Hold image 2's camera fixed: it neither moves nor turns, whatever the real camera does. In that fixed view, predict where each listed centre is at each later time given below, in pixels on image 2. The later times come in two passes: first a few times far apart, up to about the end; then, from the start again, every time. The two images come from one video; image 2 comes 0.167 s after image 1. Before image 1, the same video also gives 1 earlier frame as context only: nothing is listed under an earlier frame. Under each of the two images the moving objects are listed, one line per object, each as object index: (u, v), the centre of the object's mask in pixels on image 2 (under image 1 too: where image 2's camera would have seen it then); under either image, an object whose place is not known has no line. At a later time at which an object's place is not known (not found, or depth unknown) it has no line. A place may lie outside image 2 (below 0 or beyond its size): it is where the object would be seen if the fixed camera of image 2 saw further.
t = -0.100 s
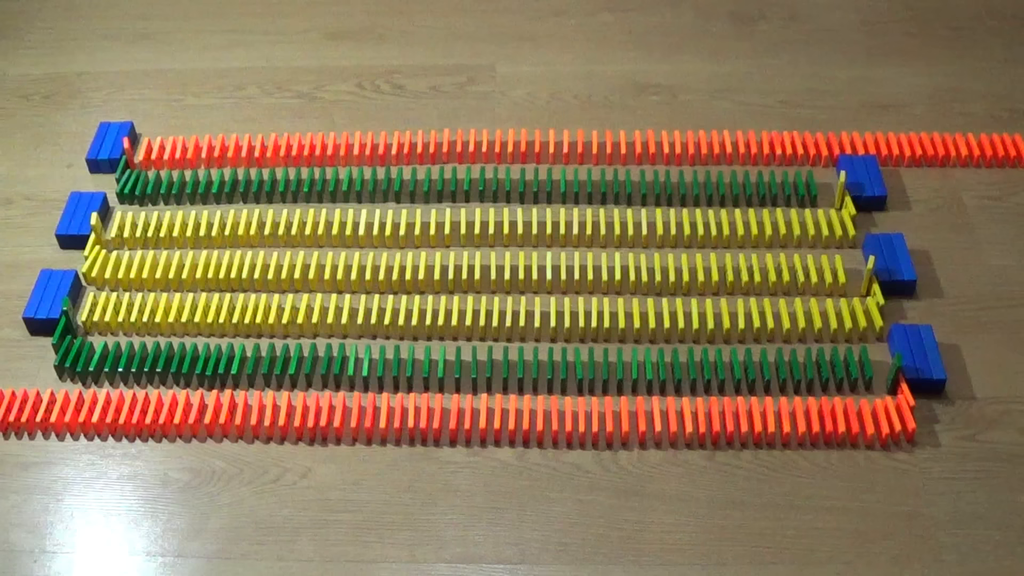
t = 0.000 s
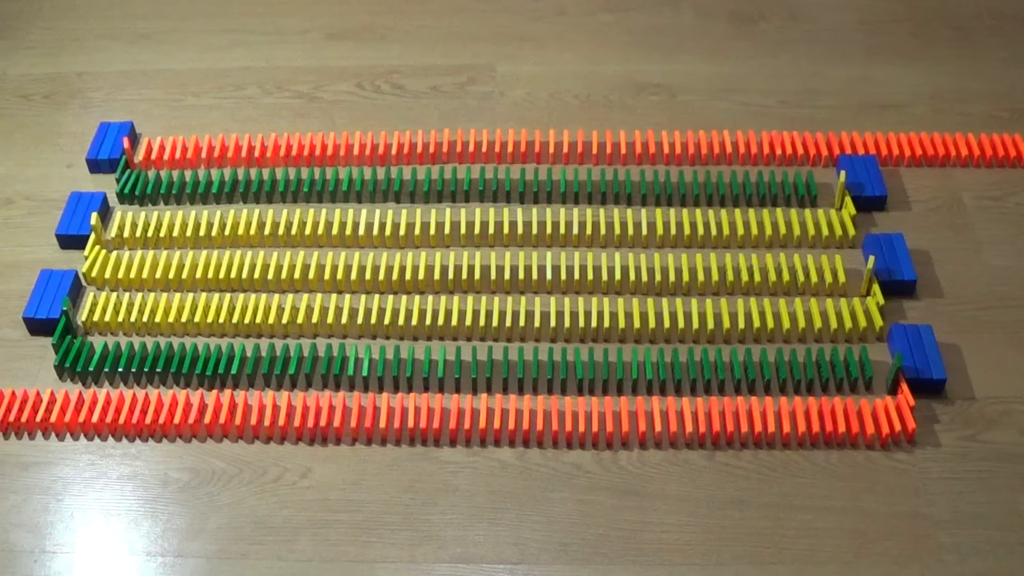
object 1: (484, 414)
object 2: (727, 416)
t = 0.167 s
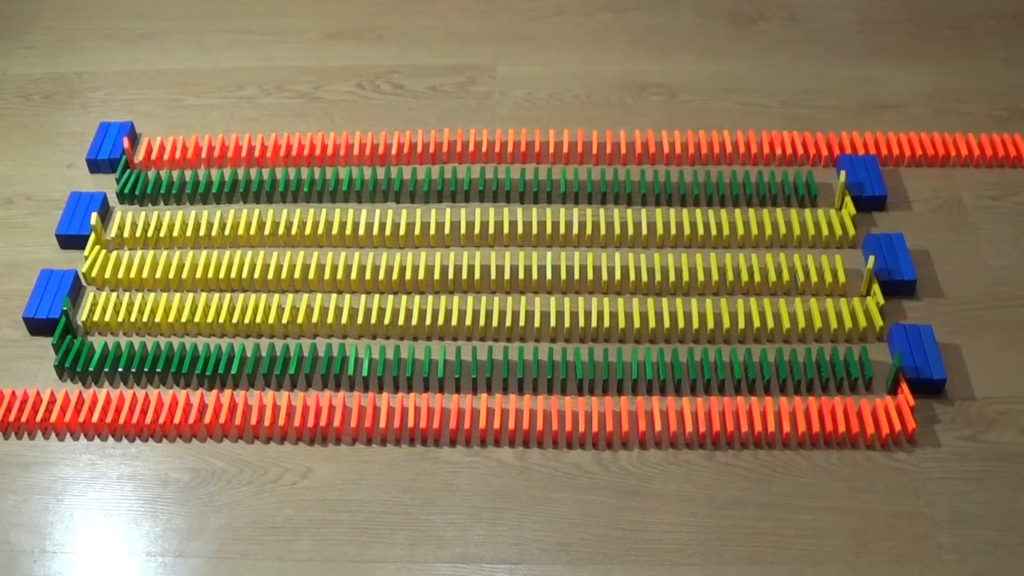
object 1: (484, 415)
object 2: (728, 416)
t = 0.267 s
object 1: (484, 415)
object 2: (728, 415)
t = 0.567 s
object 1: (484, 415)
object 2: (728, 416)
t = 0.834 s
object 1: (484, 416)
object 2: (728, 419)
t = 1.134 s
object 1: (484, 416)
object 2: (728, 420)
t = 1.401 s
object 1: (499, 419)
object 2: (728, 420)
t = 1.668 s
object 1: (499, 419)
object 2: (728, 420)
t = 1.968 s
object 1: (499, 419)
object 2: (741, 421)
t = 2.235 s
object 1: (499, 419)
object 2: (741, 421)
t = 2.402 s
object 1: (499, 419)
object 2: (741, 421)
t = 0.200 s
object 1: (484, 415)
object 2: (728, 416)
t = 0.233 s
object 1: (484, 415)
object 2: (728, 416)
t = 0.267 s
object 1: (484, 415)
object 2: (728, 415)
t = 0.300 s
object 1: (484, 415)
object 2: (728, 415)
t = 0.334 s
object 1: (484, 415)
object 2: (728, 415)
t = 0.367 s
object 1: (484, 415)
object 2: (728, 415)
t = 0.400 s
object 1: (484, 415)
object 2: (728, 415)
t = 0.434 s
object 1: (484, 415)
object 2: (728, 415)
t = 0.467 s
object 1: (484, 415)
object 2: (728, 416)
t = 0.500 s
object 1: (484, 415)
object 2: (728, 415)
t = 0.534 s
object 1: (484, 416)
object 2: (728, 415)
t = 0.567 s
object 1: (484, 415)
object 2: (728, 416)
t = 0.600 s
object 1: (484, 415)
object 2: (728, 419)
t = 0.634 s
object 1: (484, 415)
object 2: (728, 419)
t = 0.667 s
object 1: (484, 415)
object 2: (728, 419)
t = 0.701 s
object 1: (484, 416)
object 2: (728, 419)
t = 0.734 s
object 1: (484, 416)
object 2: (728, 419)
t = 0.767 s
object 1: (484, 416)
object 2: (728, 419)
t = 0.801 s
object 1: (484, 416)
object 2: (728, 419)
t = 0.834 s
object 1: (484, 416)
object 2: (728, 419)
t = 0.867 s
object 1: (484, 416)
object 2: (728, 419)
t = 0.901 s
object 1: (484, 416)
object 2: (728, 419)
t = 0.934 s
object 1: (484, 416)
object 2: (728, 419)
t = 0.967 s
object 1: (484, 416)
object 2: (728, 419)
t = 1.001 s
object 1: (484, 416)
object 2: (728, 419)
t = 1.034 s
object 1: (484, 416)
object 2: (728, 419)
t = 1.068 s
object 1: (484, 416)
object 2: (728, 419)
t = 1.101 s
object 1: (484, 416)
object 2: (728, 420)
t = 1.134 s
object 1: (484, 416)
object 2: (728, 420)
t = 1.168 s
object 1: (484, 416)
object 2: (728, 419)
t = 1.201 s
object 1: (484, 416)
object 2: (728, 419)
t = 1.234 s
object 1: (487, 416)
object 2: (728, 420)
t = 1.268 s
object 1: (496, 416)
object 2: (728, 420)
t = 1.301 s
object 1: (498, 419)
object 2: (728, 420)
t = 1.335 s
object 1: (498, 418)
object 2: (728, 420)
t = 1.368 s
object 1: (499, 419)
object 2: (728, 419)
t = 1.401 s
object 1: (499, 419)
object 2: (728, 420)
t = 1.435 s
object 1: (499, 419)
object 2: (728, 420)
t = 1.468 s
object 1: (499, 419)
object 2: (728, 420)
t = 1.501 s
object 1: (499, 419)
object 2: (728, 420)
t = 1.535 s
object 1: (499, 419)
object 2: (728, 420)
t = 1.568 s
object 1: (499, 419)
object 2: (728, 420)
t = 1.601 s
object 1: (499, 419)
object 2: (728, 420)
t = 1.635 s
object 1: (499, 419)
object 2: (728, 420)
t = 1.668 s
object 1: (499, 419)
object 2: (728, 420)
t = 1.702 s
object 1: (499, 419)
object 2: (732, 416)
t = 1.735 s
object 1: (499, 419)
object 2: (737, 417)
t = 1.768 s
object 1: (499, 419)
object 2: (740, 420)
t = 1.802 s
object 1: (499, 418)
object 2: (742, 421)
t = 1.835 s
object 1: (499, 419)
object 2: (742, 421)
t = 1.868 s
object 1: (499, 419)
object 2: (742, 421)
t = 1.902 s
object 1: (499, 419)
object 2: (742, 421)
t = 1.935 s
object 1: (499, 419)
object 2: (742, 421)
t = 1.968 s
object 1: (499, 419)
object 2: (741, 421)
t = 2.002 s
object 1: (499, 419)
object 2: (742, 421)
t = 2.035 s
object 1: (499, 419)
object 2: (741, 421)
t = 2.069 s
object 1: (499, 419)
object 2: (741, 421)
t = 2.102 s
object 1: (499, 419)
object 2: (741, 421)
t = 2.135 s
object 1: (499, 419)
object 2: (741, 421)
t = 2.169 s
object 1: (499, 419)
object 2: (741, 421)
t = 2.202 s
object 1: (499, 419)
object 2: (741, 421)
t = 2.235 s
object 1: (499, 419)
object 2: (741, 421)
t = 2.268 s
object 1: (499, 419)
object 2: (741, 421)
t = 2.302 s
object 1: (499, 419)
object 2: (741, 421)
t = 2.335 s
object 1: (499, 419)
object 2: (741, 421)
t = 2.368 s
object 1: (499, 419)
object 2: (741, 421)
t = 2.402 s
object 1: (499, 419)
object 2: (741, 421)
